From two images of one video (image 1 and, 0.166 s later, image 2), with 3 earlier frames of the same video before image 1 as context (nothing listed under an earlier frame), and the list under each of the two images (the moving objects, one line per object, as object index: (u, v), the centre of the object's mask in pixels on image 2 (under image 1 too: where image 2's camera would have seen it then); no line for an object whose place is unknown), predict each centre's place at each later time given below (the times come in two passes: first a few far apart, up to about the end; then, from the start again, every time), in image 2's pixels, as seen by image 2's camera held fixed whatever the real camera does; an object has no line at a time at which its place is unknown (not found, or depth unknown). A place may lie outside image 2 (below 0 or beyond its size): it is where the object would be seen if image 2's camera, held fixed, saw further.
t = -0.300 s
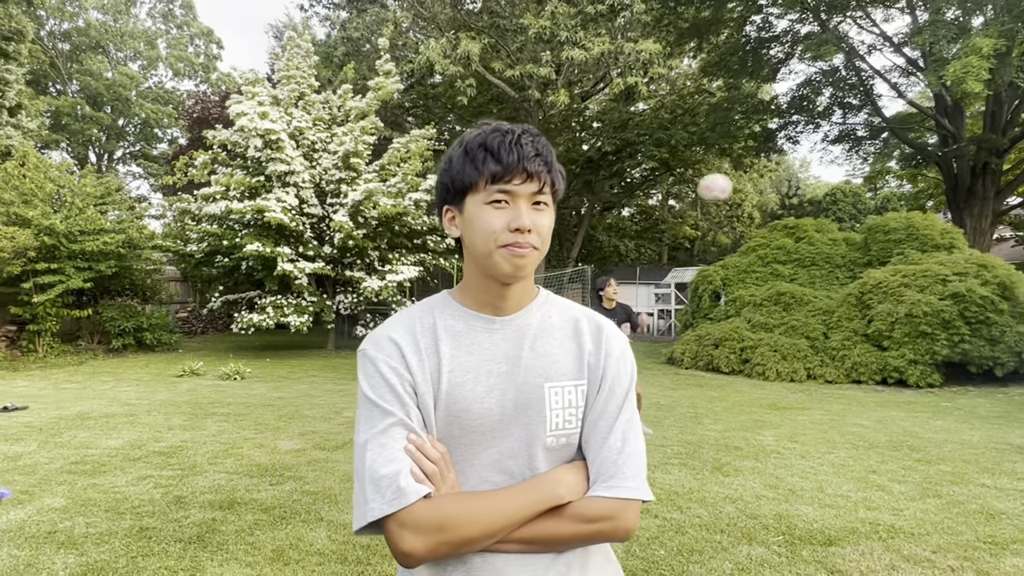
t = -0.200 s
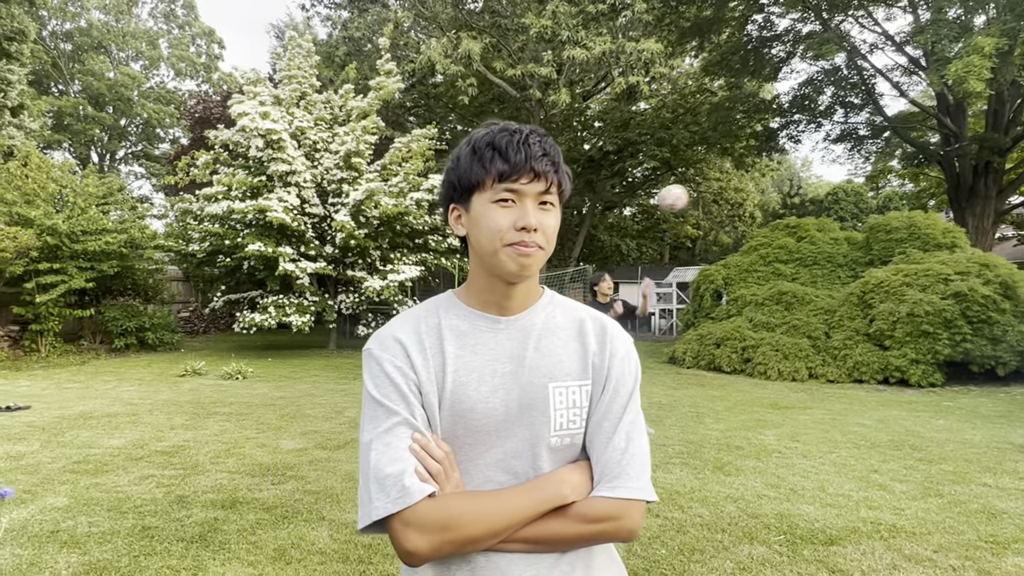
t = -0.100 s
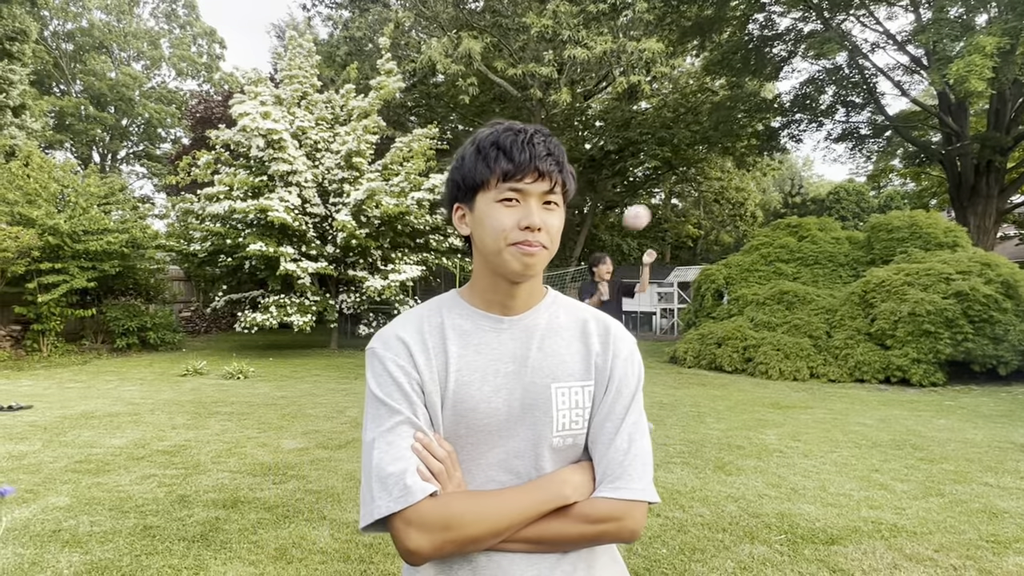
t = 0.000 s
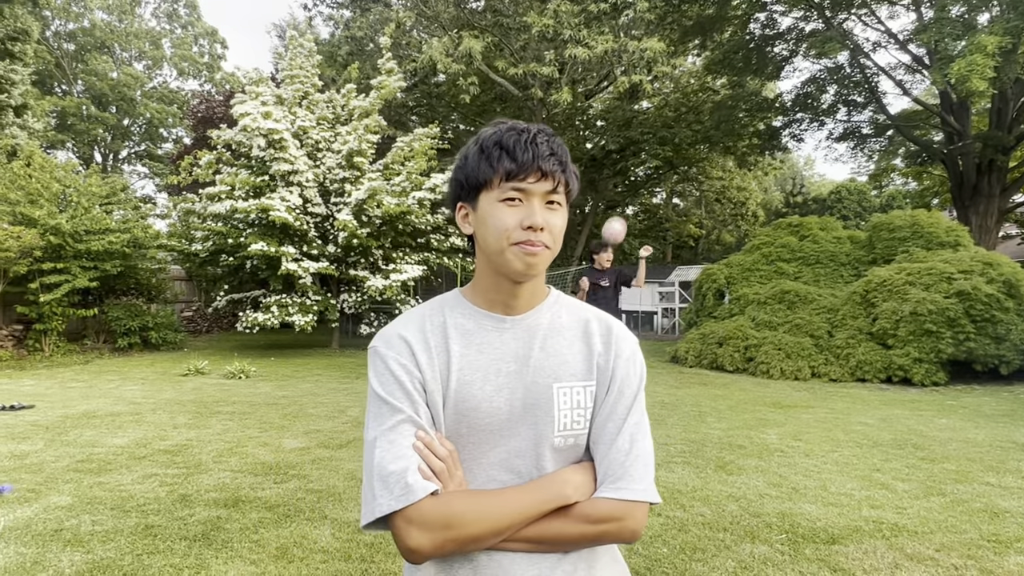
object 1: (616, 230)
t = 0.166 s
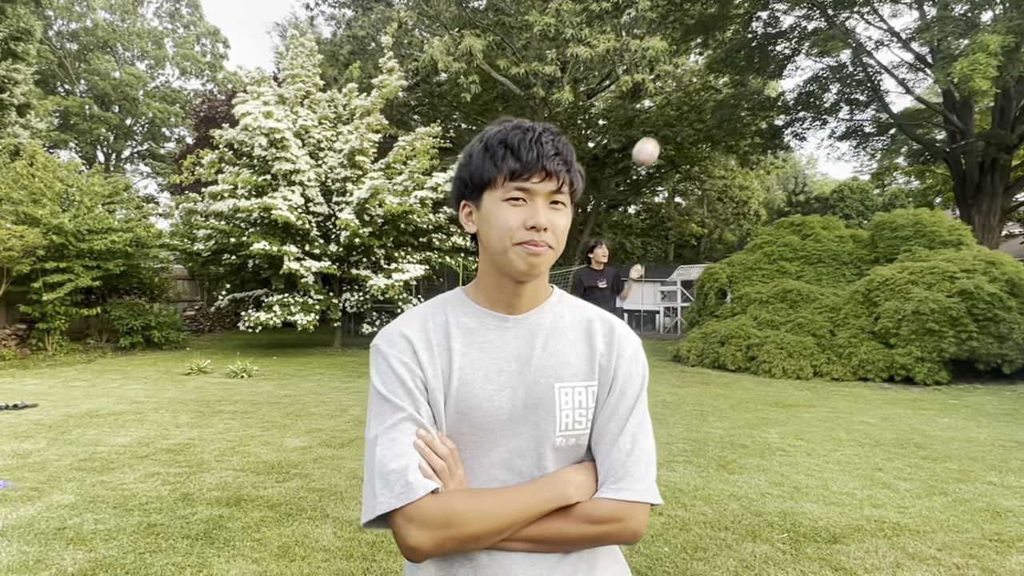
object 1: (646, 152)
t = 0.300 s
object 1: (672, 105)
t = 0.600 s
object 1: (742, 65)
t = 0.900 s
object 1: (835, 153)
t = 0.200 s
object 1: (652, 139)
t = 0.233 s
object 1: (659, 126)
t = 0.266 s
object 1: (665, 115)
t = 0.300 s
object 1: (672, 105)
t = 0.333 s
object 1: (679, 95)
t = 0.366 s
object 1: (687, 87)
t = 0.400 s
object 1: (694, 80)
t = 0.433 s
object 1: (701, 74)
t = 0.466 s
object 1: (708, 69)
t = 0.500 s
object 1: (717, 65)
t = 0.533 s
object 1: (725, 64)
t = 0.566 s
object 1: (734, 64)
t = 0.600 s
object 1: (742, 65)
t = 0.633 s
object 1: (751, 68)
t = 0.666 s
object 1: (760, 72)
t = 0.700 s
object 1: (769, 77)
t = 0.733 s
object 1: (779, 85)
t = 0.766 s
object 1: (789, 95)
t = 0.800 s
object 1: (799, 105)
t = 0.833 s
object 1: (810, 118)
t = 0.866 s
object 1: (822, 135)
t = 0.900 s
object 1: (835, 153)
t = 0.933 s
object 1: (847, 175)
